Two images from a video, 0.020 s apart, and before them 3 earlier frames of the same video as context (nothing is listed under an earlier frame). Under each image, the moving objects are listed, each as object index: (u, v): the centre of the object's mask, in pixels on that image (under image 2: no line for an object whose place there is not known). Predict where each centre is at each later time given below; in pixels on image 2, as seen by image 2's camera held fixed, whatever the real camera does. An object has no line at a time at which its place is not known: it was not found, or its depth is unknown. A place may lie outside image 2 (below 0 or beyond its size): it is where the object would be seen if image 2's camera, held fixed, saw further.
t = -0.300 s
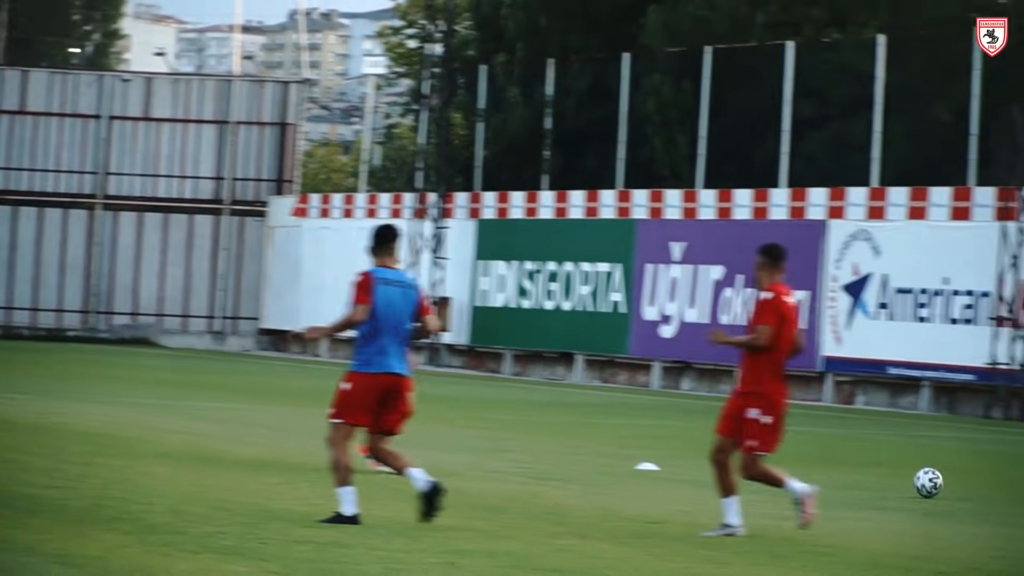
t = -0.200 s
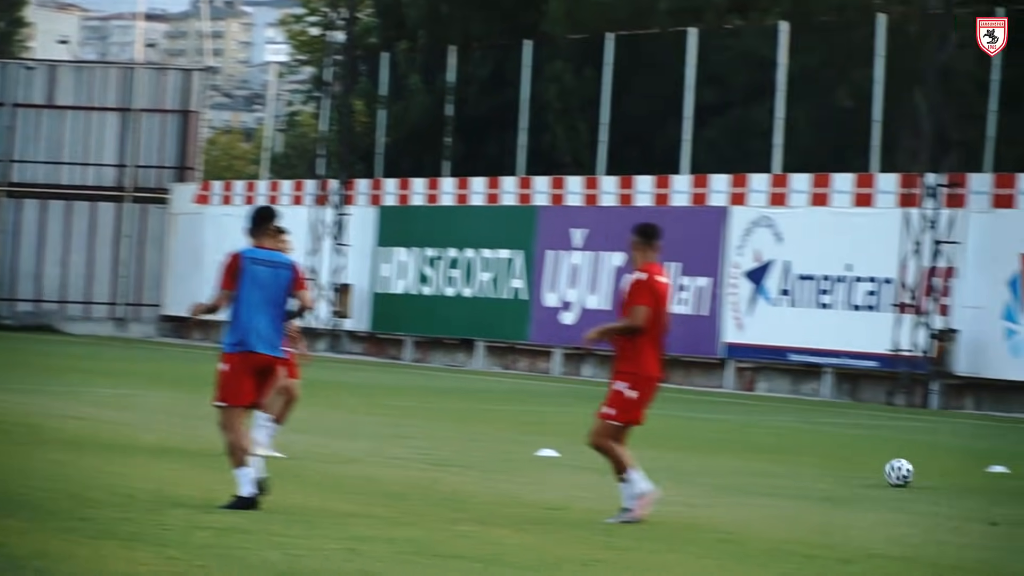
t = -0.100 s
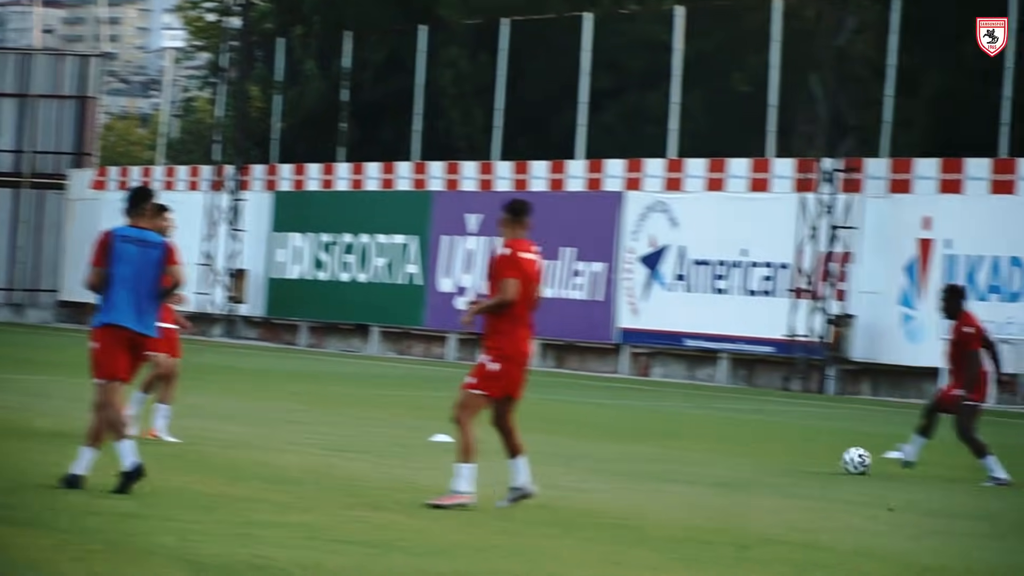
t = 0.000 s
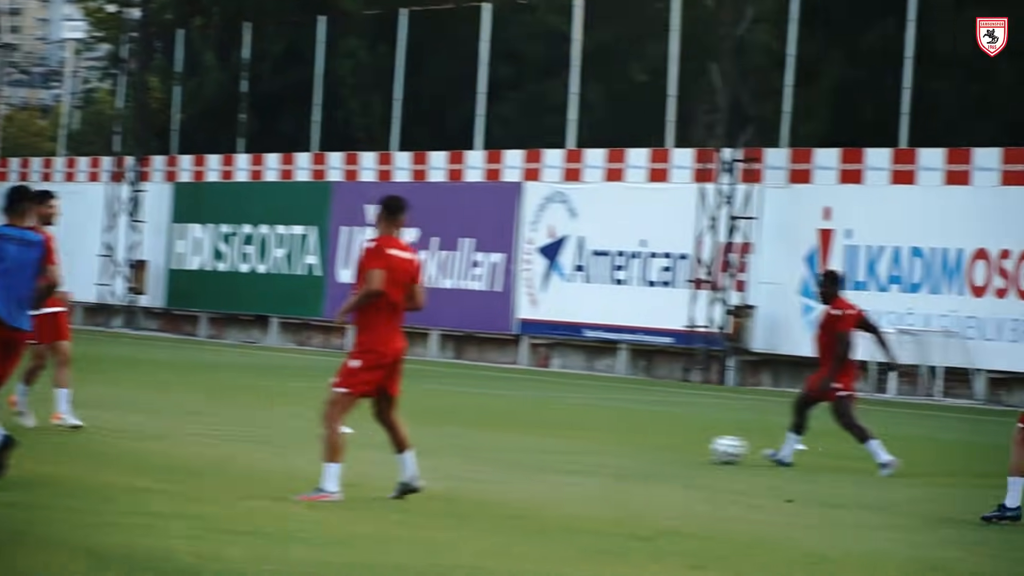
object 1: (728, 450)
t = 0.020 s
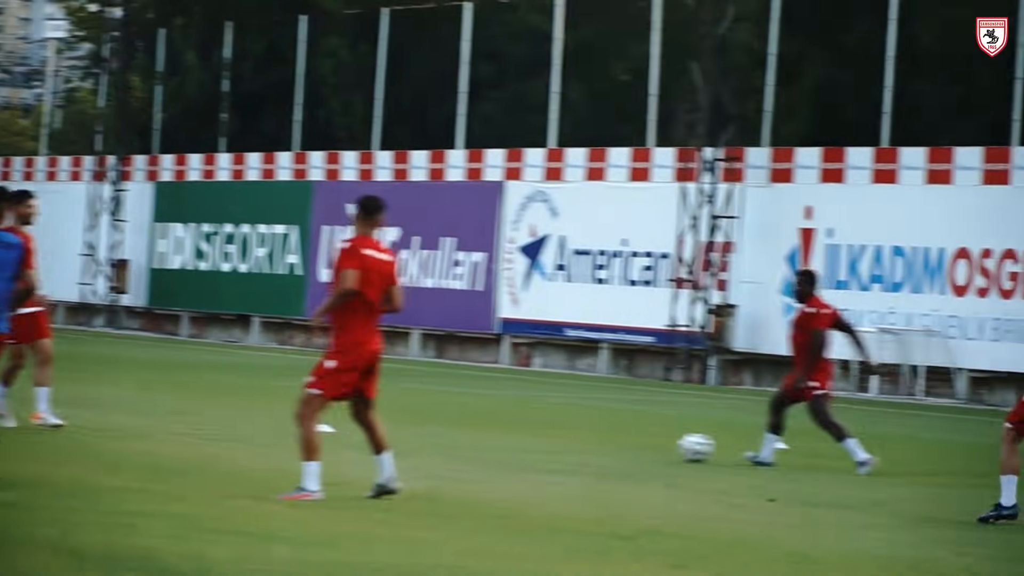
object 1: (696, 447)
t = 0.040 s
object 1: (682, 447)
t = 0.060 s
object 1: (667, 446)
